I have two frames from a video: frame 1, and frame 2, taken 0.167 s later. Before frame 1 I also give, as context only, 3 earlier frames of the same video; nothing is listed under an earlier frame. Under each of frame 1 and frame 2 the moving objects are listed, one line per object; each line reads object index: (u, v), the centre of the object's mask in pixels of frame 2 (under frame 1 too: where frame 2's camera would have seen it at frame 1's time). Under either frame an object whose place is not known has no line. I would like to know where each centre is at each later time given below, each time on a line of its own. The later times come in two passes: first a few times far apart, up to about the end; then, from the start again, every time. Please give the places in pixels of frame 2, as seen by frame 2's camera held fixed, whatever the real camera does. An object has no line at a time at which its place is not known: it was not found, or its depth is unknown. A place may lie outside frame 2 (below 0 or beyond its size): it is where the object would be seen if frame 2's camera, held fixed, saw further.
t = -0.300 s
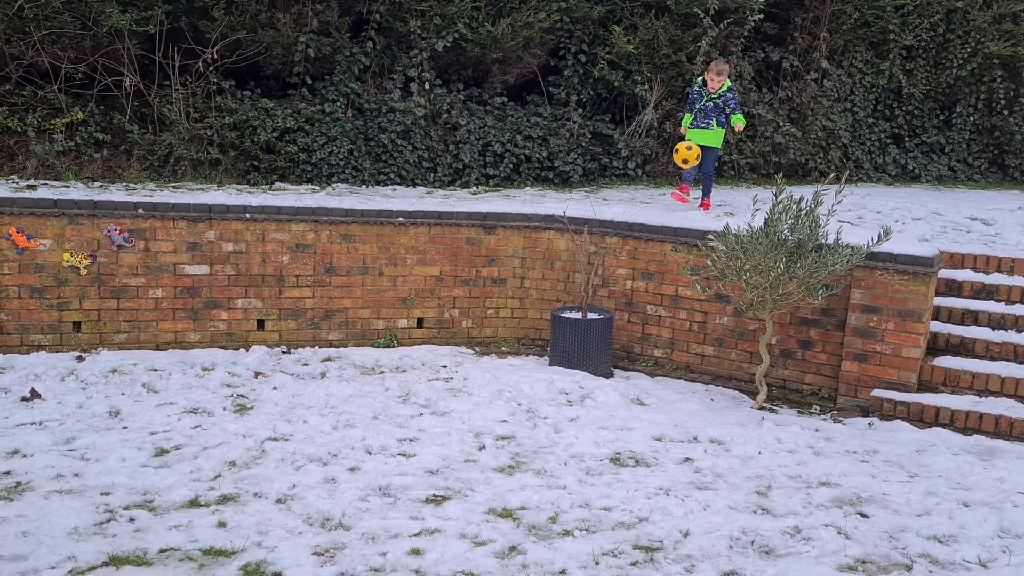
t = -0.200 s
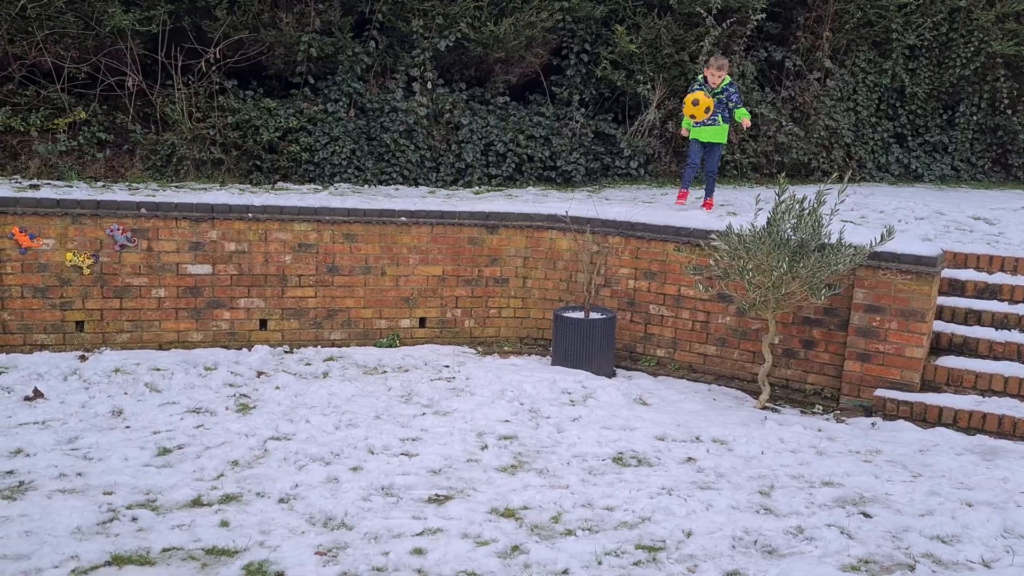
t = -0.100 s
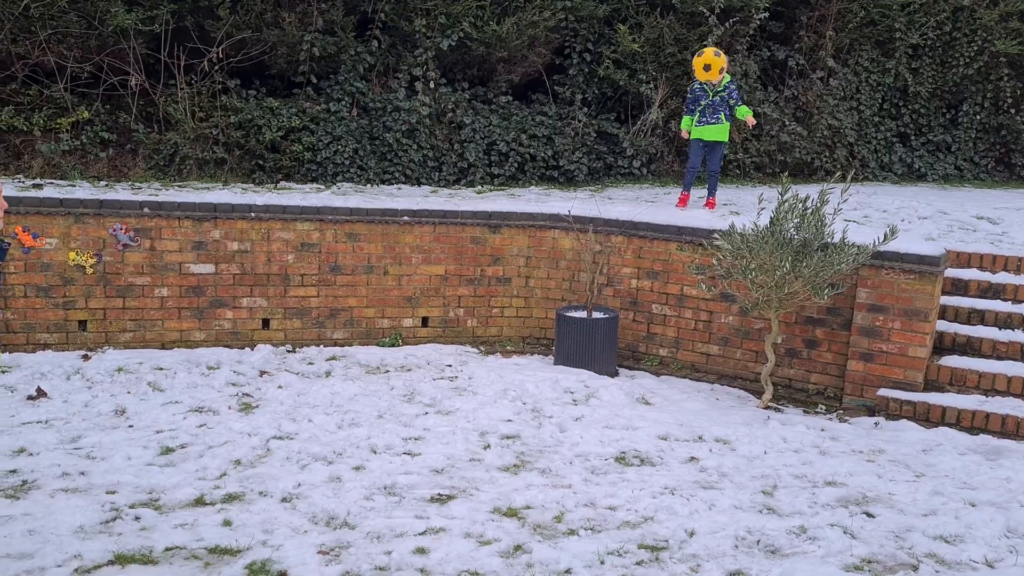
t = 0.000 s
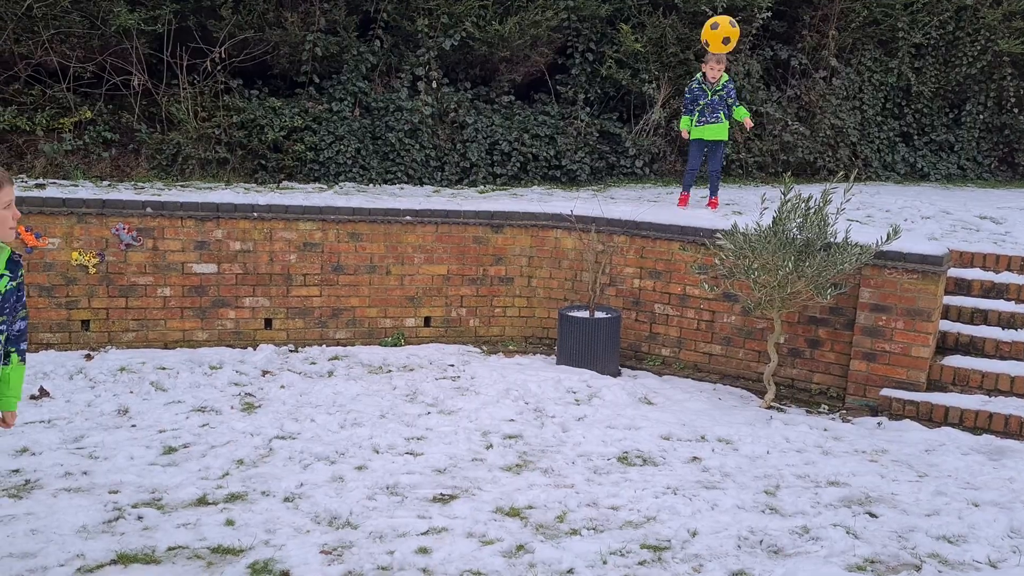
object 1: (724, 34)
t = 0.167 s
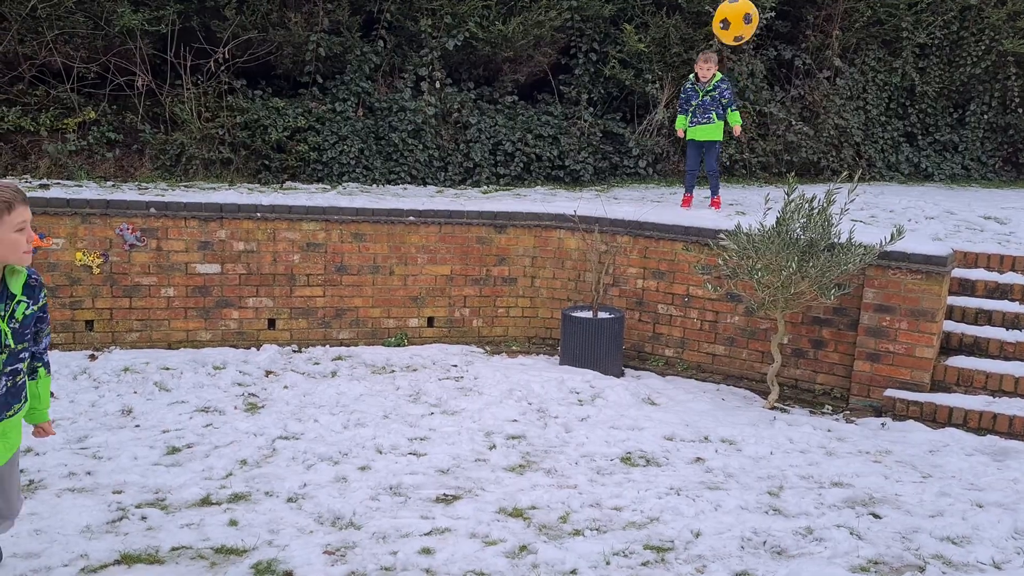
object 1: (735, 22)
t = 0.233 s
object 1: (739, 34)
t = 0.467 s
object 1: (750, 225)
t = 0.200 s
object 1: (737, 26)
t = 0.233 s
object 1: (739, 34)
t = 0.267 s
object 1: (741, 47)
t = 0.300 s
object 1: (743, 63)
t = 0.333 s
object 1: (745, 83)
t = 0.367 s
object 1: (746, 110)
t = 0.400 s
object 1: (748, 142)
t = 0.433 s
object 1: (749, 179)
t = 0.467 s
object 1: (750, 225)
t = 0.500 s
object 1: (751, 280)
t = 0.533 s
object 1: (751, 344)
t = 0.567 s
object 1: (752, 420)
